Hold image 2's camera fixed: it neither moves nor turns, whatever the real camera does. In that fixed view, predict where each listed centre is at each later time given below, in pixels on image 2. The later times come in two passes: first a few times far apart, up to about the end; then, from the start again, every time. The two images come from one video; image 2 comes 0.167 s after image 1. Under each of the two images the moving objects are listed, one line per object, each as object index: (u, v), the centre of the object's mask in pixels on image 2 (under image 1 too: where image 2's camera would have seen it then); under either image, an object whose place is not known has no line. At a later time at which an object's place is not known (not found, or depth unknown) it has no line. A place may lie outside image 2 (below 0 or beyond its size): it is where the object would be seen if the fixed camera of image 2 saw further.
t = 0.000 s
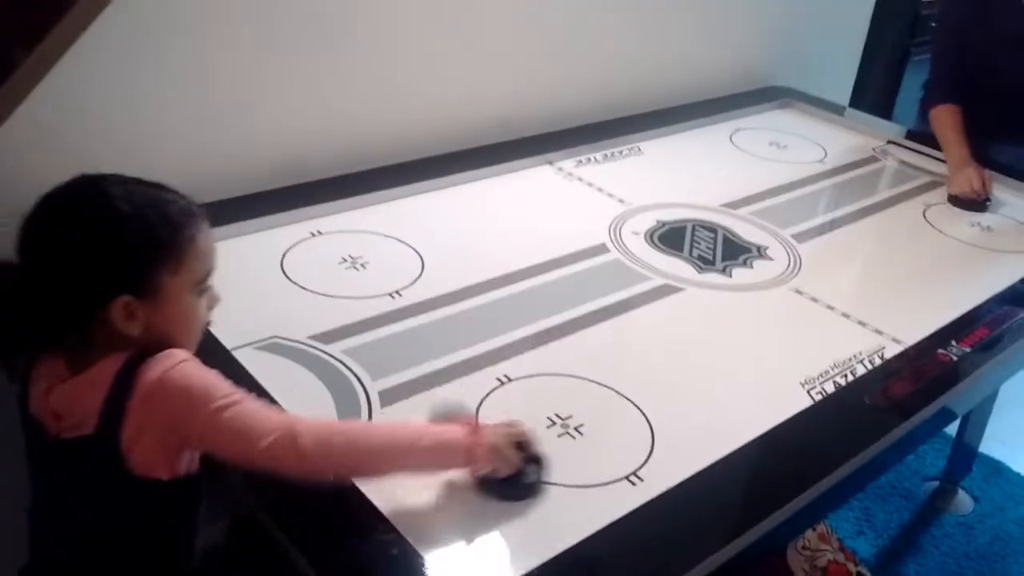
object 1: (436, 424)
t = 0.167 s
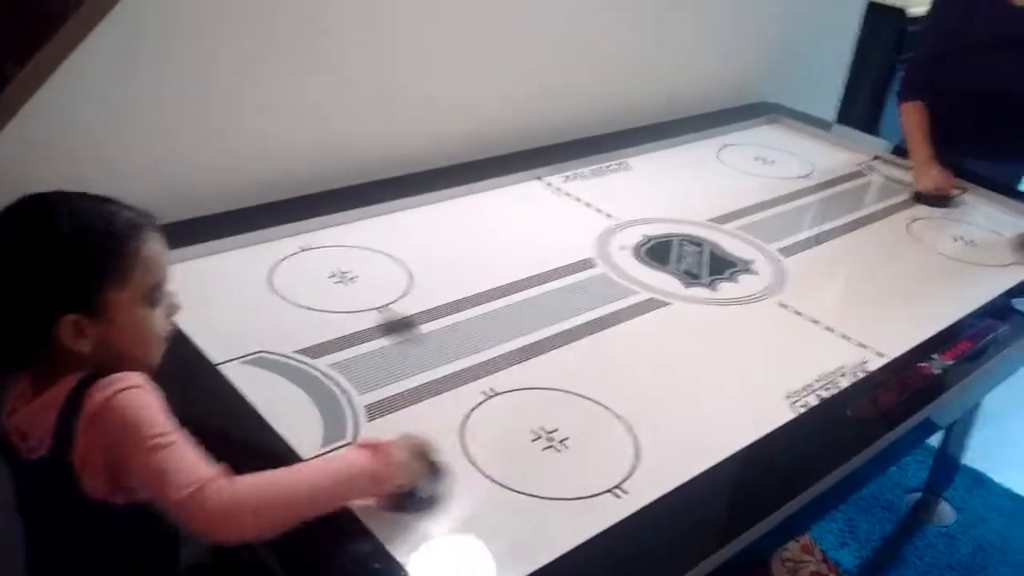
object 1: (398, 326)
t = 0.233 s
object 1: (385, 291)
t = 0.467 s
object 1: (404, 242)
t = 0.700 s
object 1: (546, 296)
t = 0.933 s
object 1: (708, 357)
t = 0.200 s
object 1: (392, 308)
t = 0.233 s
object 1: (385, 291)
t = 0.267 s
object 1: (381, 275)
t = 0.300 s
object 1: (375, 261)
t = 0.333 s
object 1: (370, 247)
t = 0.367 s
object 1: (366, 233)
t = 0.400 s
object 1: (369, 228)
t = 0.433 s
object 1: (385, 234)
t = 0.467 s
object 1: (404, 242)
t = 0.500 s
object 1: (423, 248)
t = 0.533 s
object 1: (441, 256)
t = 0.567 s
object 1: (461, 263)
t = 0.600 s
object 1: (481, 271)
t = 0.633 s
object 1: (501, 279)
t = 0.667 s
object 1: (522, 287)
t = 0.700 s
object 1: (546, 296)
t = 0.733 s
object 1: (567, 304)
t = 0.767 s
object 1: (588, 312)
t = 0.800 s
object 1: (611, 321)
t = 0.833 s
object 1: (636, 330)
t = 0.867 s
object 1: (660, 339)
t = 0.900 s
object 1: (683, 347)
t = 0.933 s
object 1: (708, 357)
